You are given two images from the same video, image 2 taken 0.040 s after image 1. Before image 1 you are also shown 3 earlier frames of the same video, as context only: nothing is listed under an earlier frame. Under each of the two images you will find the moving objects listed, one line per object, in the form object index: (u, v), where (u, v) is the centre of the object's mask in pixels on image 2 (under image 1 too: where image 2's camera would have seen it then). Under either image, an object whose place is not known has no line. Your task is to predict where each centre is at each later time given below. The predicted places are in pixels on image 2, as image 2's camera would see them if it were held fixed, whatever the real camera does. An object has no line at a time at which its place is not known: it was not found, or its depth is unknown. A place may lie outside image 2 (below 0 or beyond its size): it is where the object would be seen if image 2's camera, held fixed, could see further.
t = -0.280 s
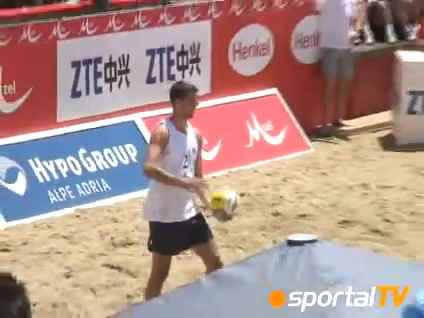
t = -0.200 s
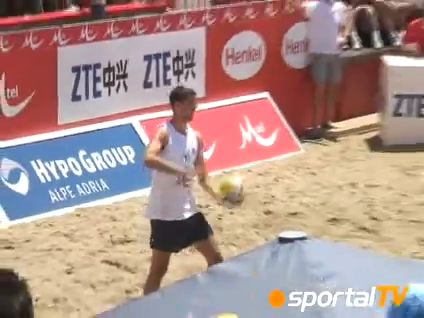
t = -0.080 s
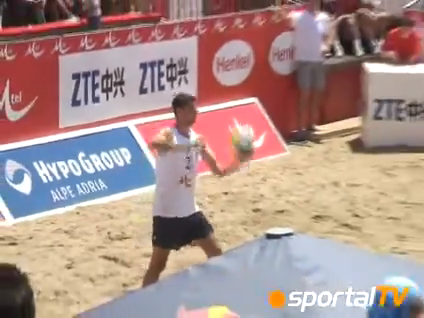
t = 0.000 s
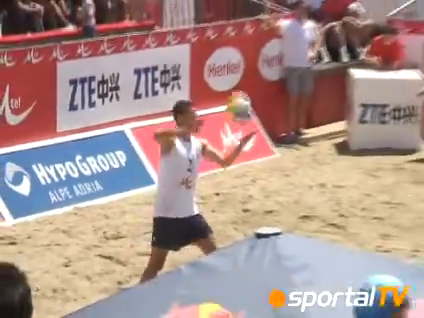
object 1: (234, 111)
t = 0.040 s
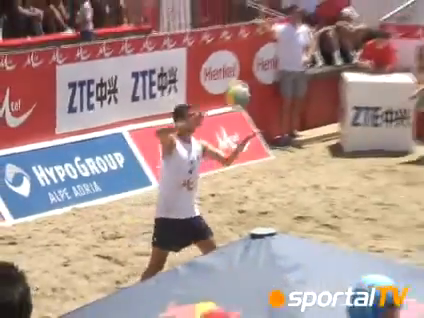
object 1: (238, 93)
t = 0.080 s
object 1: (241, 80)
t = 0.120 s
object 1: (243, 68)
